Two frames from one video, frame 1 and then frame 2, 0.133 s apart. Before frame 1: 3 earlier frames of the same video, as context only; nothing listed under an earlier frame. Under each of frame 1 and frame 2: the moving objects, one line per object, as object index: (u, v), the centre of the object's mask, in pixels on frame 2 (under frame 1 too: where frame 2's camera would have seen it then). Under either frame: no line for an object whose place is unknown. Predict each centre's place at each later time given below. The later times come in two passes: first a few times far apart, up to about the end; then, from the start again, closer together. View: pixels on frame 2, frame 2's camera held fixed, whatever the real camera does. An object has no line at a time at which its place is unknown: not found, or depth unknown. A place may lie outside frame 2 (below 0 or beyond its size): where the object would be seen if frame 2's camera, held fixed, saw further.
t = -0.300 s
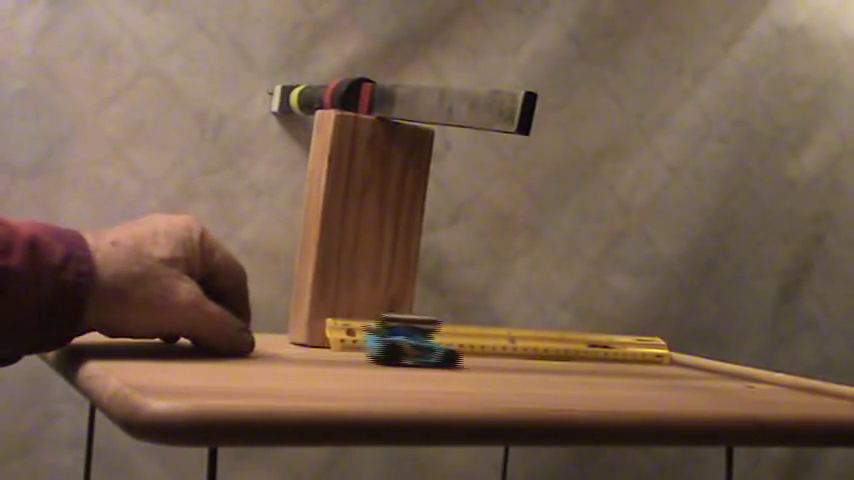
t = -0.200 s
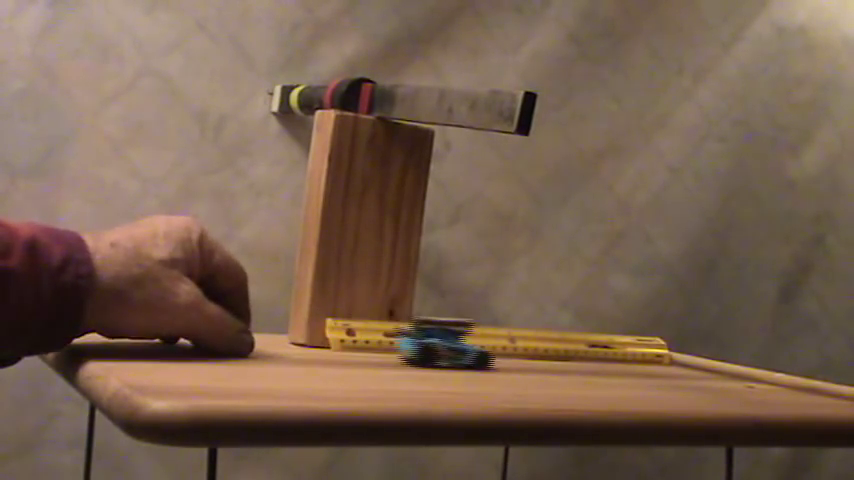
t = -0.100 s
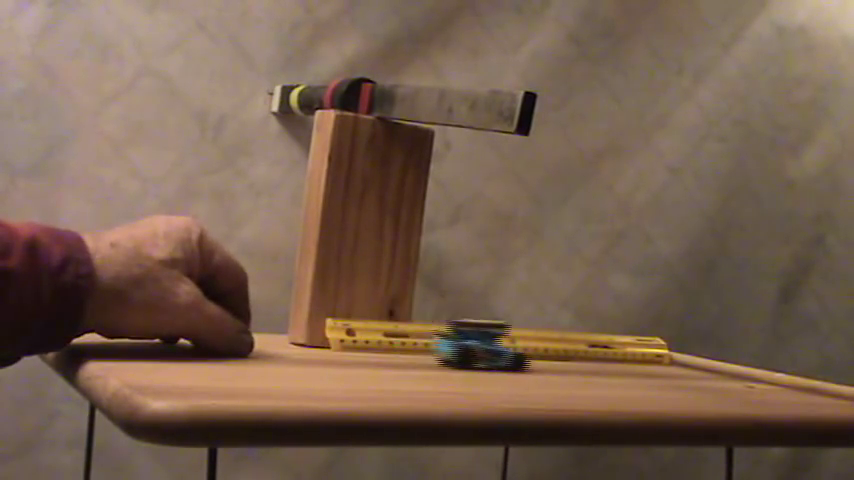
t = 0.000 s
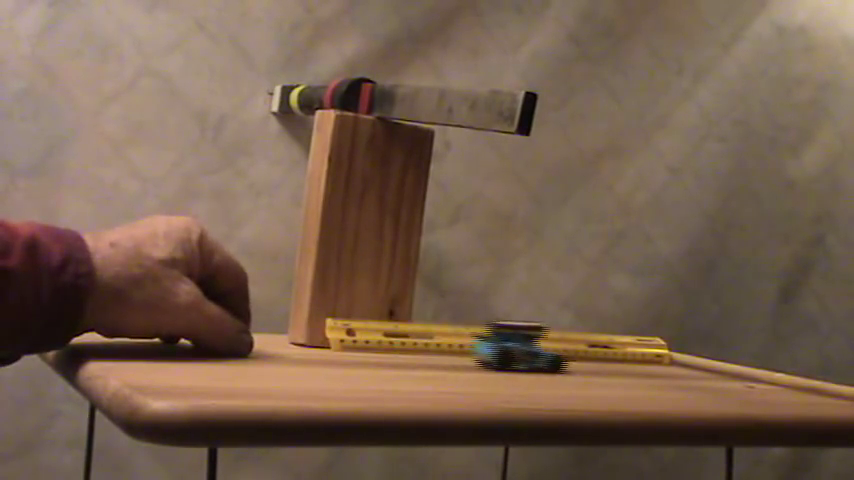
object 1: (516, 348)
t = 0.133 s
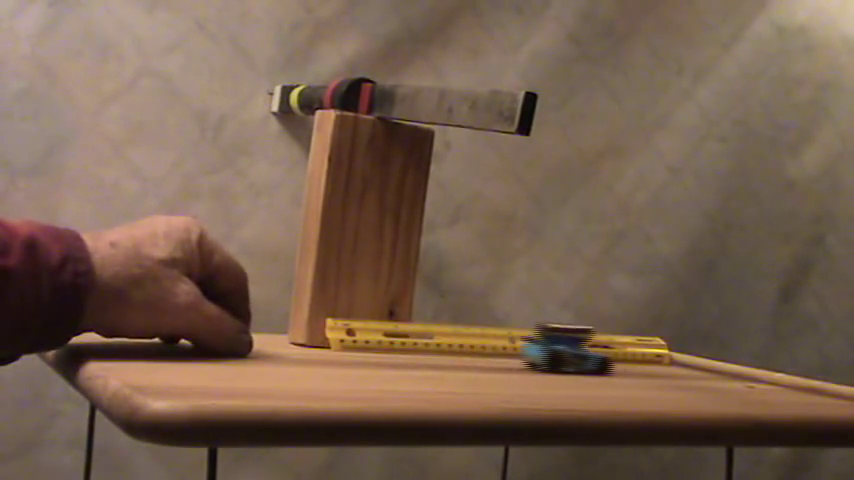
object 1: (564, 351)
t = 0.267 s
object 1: (604, 353)
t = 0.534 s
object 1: (662, 355)
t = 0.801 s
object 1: (691, 357)
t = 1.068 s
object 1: (693, 357)
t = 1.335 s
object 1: (682, 356)
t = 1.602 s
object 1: (672, 356)
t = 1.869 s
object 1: (667, 356)
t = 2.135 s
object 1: (666, 355)
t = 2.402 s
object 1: (666, 355)
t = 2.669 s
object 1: (666, 355)
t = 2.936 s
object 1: (666, 355)
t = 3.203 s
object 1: (666, 355)
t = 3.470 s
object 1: (666, 355)
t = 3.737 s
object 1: (666, 355)
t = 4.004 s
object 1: (666, 355)
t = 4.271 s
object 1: (666, 355)
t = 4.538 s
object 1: (666, 355)
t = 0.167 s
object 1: (575, 351)
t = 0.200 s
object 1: (585, 352)
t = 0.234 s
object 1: (595, 352)
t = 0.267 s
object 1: (604, 353)
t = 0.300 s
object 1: (613, 353)
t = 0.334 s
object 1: (622, 354)
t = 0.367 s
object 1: (629, 354)
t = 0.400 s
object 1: (637, 354)
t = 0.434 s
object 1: (644, 354)
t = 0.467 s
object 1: (650, 355)
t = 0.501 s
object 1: (656, 355)
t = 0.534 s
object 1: (662, 355)
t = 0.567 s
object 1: (666, 355)
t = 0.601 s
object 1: (671, 355)
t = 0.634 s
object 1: (675, 356)
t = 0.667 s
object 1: (679, 356)
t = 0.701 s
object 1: (683, 356)
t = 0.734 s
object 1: (686, 357)
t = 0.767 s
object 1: (689, 357)
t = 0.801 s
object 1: (691, 357)
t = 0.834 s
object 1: (692, 357)
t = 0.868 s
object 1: (694, 357)
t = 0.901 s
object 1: (694, 357)
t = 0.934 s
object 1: (694, 357)
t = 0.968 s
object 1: (694, 357)
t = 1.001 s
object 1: (694, 357)
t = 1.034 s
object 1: (694, 357)
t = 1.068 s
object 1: (693, 357)
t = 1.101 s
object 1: (692, 357)
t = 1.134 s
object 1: (691, 357)
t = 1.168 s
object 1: (690, 356)
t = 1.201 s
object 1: (689, 357)
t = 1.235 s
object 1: (687, 356)
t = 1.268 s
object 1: (686, 356)
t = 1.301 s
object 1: (684, 356)
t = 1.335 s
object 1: (682, 356)
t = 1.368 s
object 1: (681, 356)
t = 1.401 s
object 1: (679, 356)
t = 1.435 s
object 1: (678, 356)
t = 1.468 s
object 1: (677, 356)
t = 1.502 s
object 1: (675, 356)
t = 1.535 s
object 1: (674, 356)
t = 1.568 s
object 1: (673, 356)
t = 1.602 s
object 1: (672, 356)
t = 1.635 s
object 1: (671, 356)
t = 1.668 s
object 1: (670, 355)
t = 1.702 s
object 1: (669, 355)
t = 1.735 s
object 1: (669, 356)
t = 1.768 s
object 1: (669, 356)
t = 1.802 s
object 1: (668, 355)
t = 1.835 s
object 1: (667, 356)
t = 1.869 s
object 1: (667, 356)
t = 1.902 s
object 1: (667, 356)
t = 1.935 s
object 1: (666, 355)
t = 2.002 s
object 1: (666, 355)
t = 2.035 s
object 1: (666, 355)
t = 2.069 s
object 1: (666, 355)
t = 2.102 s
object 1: (667, 355)
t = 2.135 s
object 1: (666, 355)
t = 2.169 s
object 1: (666, 355)
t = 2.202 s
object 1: (666, 355)
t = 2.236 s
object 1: (666, 355)
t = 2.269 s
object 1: (667, 355)
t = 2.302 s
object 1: (666, 355)
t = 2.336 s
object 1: (666, 355)
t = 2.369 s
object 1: (666, 355)
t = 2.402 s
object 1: (666, 355)
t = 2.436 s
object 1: (666, 355)
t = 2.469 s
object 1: (666, 355)
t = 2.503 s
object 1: (667, 355)
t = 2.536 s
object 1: (667, 355)
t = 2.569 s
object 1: (666, 355)
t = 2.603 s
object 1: (666, 355)
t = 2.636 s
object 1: (666, 355)
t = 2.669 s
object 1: (666, 355)
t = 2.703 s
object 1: (666, 355)
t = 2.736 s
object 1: (666, 355)
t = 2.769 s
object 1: (666, 355)
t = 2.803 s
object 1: (666, 355)
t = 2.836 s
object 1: (666, 355)
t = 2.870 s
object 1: (666, 355)
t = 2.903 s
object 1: (666, 355)
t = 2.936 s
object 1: (666, 355)
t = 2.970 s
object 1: (666, 355)
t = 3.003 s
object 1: (666, 355)
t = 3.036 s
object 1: (666, 355)
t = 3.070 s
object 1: (666, 355)
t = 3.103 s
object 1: (666, 355)
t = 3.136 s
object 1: (666, 355)
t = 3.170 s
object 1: (666, 355)
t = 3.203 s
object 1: (666, 355)
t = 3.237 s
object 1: (666, 355)
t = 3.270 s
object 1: (666, 355)
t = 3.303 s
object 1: (666, 355)
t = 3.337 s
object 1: (666, 355)
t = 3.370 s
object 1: (666, 355)
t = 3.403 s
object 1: (666, 355)
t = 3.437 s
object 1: (666, 355)
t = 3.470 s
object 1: (666, 355)
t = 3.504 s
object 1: (666, 355)
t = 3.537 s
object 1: (666, 355)
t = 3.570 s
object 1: (666, 355)
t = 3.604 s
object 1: (666, 355)
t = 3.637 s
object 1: (666, 355)
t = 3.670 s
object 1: (666, 355)
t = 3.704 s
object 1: (666, 355)
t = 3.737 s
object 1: (666, 355)
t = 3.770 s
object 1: (666, 355)
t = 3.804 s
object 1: (666, 355)
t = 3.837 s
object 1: (666, 355)
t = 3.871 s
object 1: (666, 355)
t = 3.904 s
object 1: (666, 355)
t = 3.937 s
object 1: (666, 355)
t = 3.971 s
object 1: (666, 355)
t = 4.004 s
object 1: (666, 355)
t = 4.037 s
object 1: (666, 355)
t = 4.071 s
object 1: (666, 355)
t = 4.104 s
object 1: (666, 355)
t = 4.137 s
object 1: (666, 355)
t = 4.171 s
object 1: (666, 355)
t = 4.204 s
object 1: (666, 355)
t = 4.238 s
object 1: (666, 355)
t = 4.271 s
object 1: (666, 355)
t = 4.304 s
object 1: (666, 355)
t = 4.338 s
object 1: (666, 355)
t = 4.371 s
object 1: (666, 355)
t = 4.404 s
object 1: (666, 355)
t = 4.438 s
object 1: (666, 355)
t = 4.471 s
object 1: (666, 355)
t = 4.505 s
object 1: (666, 355)
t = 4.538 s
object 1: (666, 355)
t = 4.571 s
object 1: (666, 355)
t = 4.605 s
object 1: (666, 355)
